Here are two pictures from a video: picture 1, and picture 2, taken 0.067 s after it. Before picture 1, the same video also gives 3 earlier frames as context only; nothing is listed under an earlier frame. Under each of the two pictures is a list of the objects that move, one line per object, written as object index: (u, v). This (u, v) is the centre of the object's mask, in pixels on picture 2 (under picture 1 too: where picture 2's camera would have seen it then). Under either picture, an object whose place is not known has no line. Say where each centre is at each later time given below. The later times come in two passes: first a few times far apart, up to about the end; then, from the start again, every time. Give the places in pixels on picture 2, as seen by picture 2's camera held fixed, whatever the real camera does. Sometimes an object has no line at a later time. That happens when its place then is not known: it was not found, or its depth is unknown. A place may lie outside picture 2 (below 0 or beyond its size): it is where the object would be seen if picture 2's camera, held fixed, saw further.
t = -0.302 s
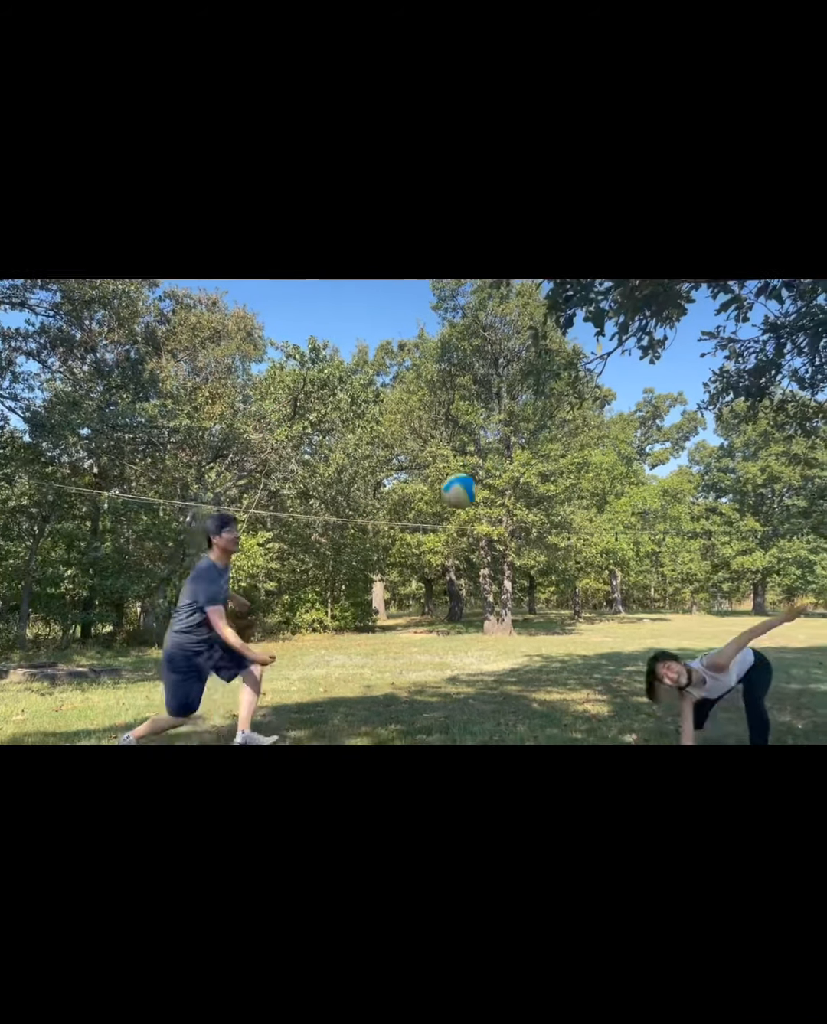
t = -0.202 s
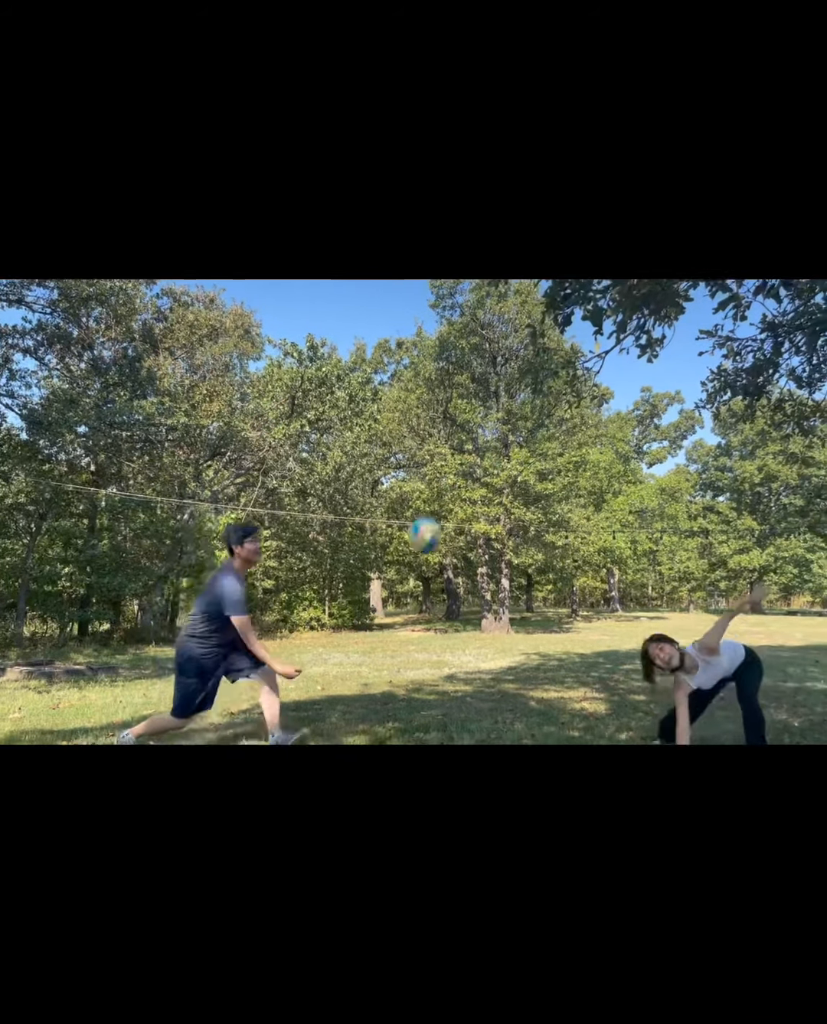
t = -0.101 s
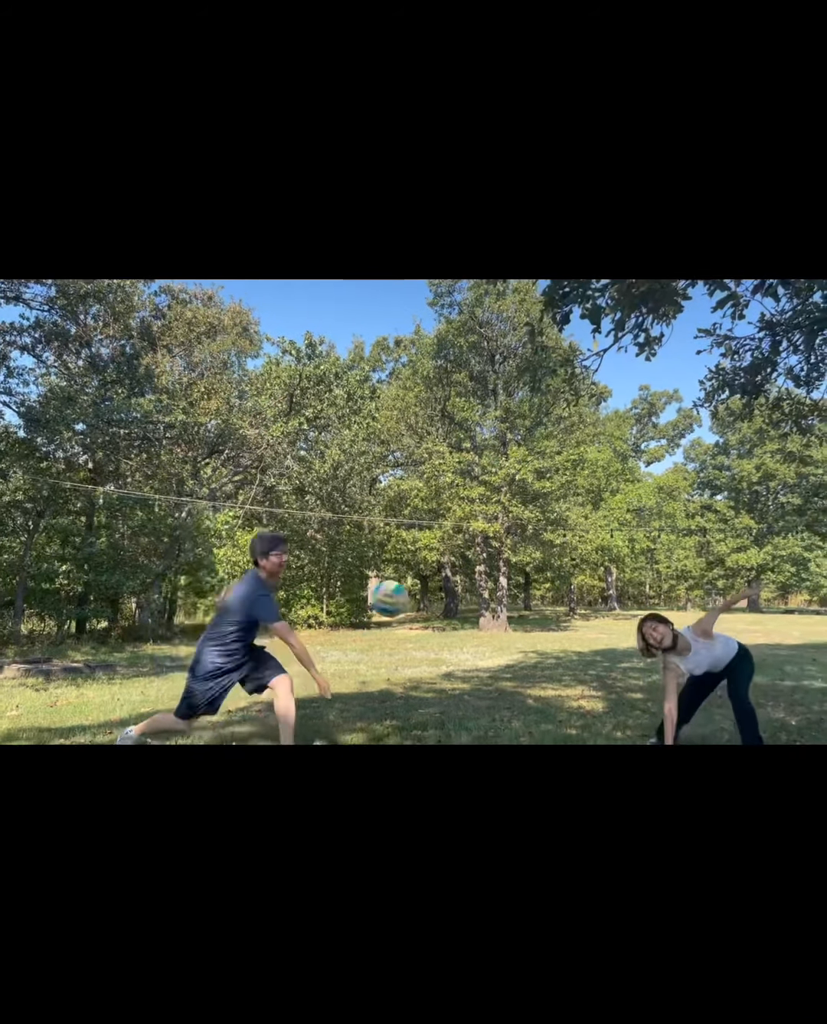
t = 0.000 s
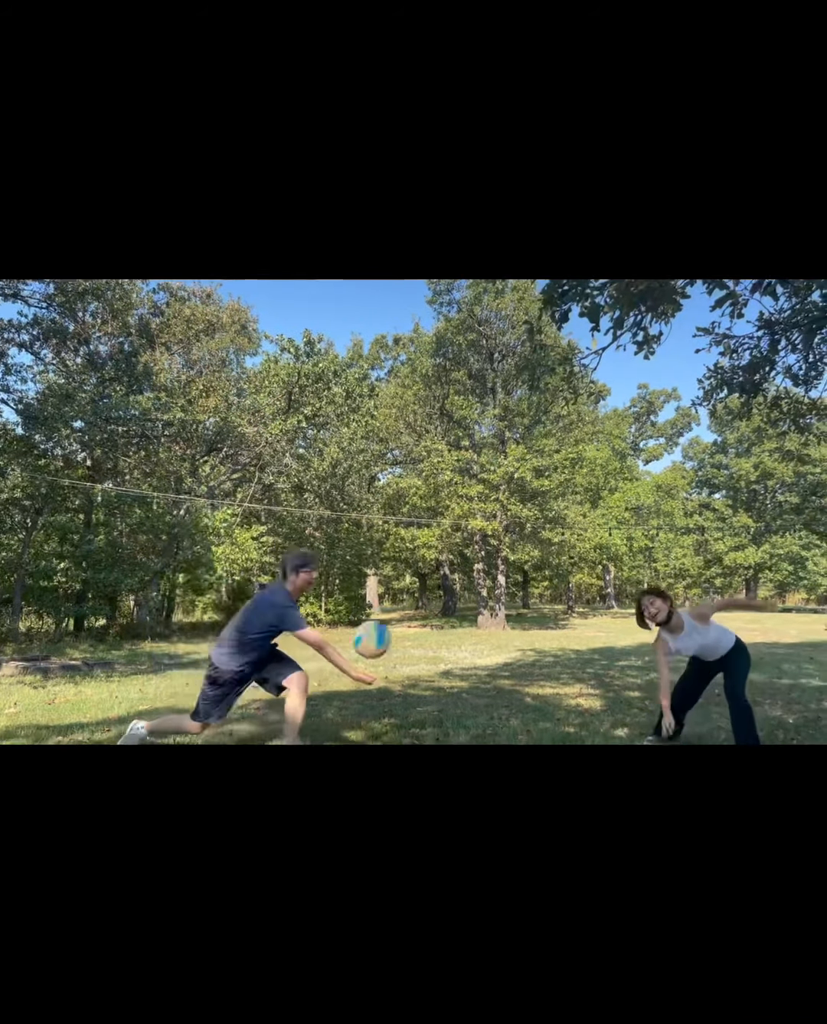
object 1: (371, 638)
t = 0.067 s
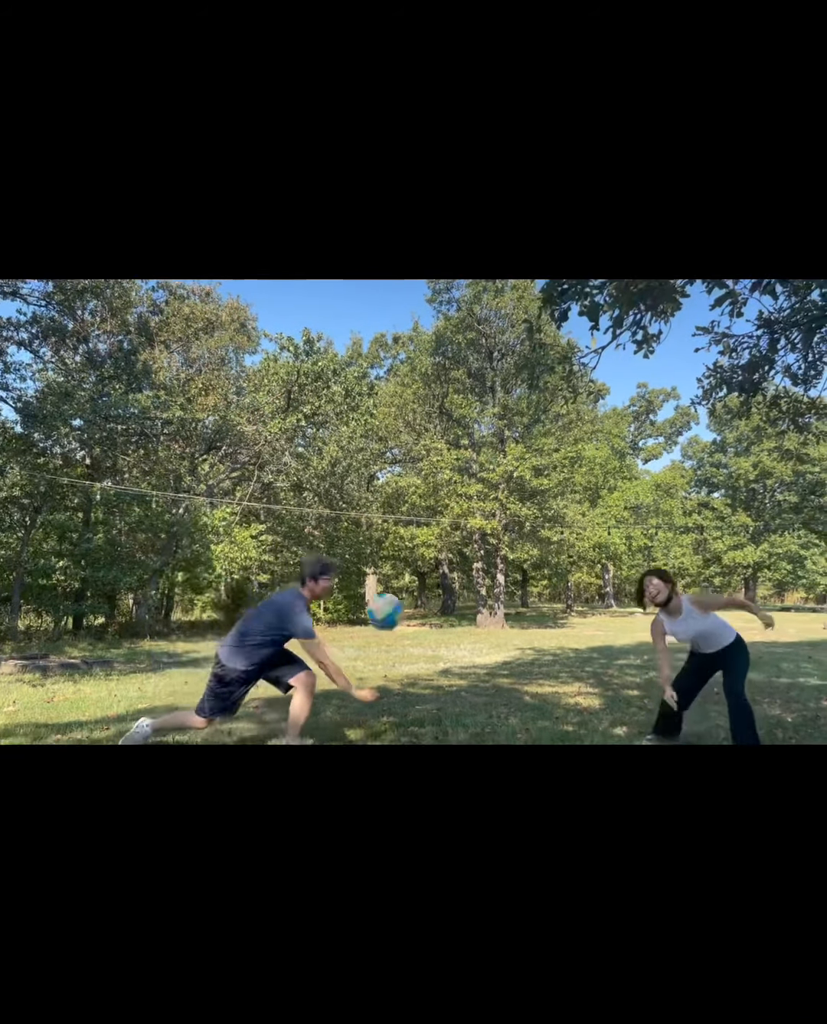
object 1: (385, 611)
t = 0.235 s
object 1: (418, 577)
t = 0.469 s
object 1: (462, 609)
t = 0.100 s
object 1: (391, 600)
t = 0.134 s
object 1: (397, 593)
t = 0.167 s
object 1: (405, 585)
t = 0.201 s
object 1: (411, 578)
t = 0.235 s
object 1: (418, 577)
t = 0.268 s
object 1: (423, 575)
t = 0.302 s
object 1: (430, 576)
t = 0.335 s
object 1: (436, 580)
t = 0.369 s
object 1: (442, 586)
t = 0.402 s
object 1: (449, 591)
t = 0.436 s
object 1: (456, 599)
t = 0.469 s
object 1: (462, 609)
